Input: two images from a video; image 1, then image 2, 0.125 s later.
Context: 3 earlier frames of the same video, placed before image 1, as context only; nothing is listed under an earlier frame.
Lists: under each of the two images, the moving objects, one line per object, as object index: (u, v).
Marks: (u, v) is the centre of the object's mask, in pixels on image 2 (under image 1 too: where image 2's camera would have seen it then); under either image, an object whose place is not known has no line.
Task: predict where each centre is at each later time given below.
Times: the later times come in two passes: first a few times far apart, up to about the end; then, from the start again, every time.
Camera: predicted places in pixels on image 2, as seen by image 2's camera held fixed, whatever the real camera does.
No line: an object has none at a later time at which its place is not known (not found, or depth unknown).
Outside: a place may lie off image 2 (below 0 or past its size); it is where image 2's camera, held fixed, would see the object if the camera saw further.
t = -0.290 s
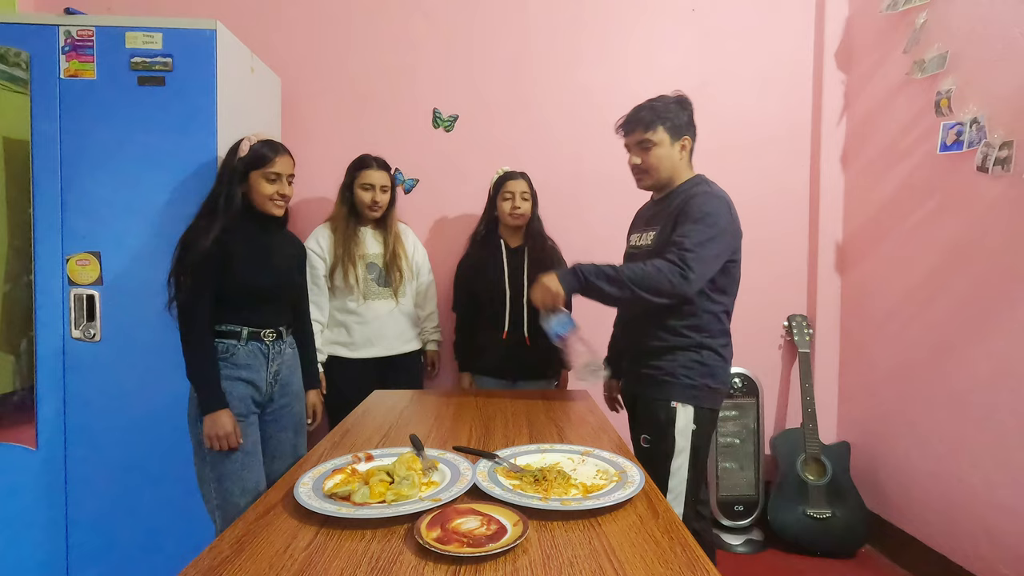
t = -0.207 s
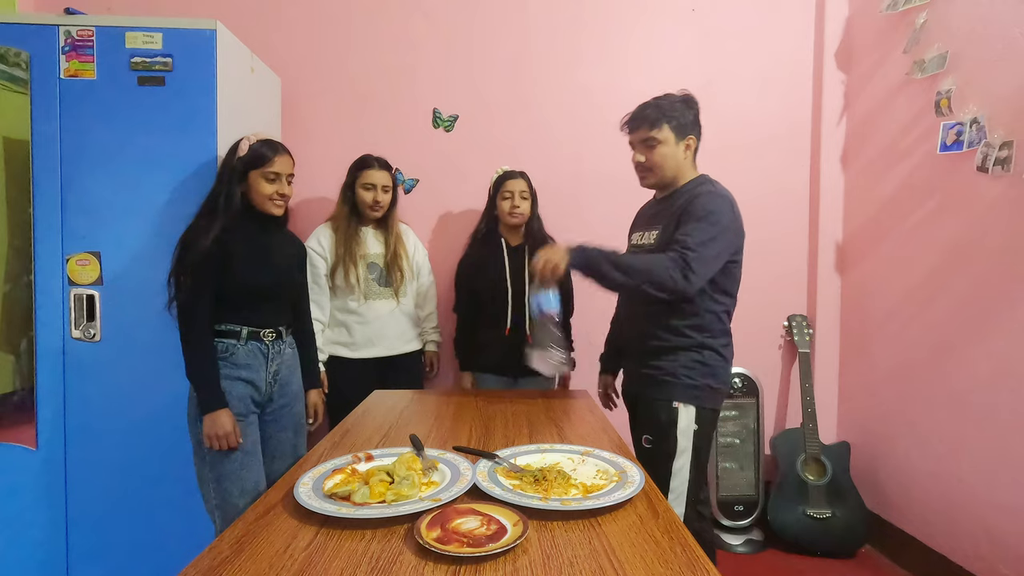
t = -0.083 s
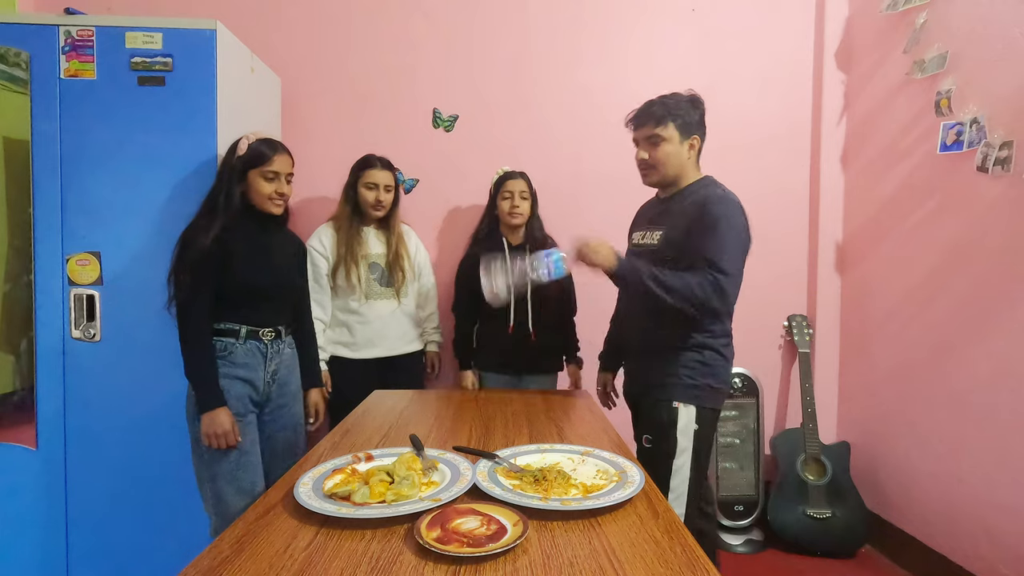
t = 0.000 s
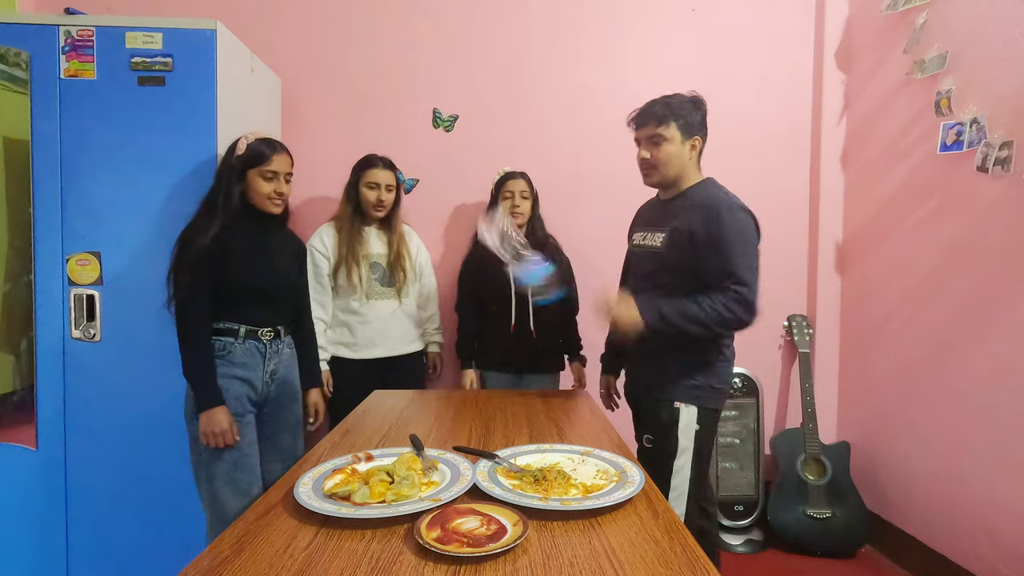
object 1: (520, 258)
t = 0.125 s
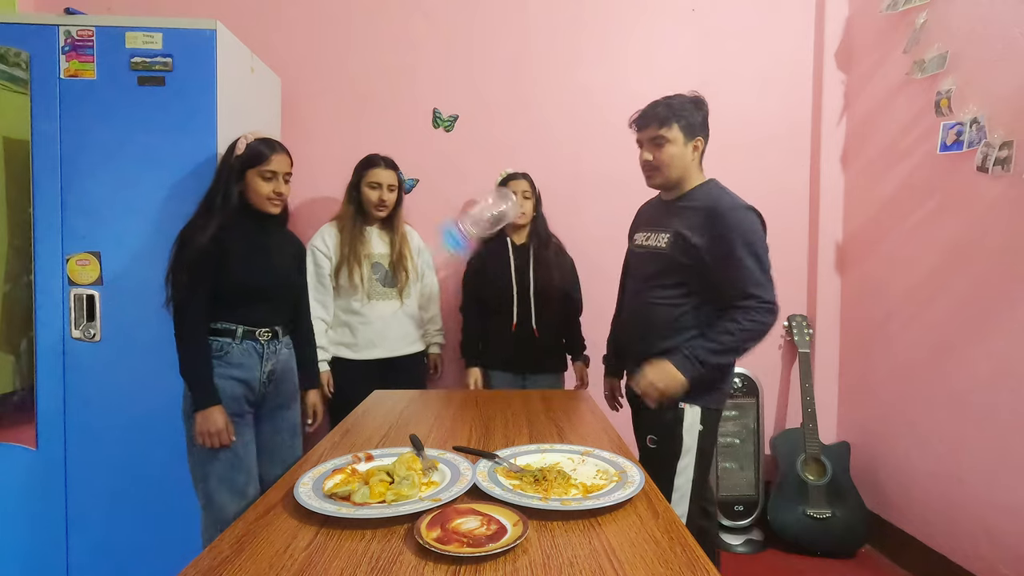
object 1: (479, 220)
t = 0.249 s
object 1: (478, 242)
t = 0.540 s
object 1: (511, 376)
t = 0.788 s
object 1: (512, 395)
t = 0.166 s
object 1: (478, 219)
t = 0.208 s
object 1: (479, 227)
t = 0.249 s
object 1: (478, 242)
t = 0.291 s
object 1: (485, 273)
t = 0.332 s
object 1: (487, 307)
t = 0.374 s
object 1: (488, 344)
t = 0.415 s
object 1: (495, 361)
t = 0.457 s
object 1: (501, 362)
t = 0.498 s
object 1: (506, 367)
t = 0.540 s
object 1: (511, 376)
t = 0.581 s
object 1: (514, 389)
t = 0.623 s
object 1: (510, 394)
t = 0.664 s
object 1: (513, 395)
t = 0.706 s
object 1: (512, 395)
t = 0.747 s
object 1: (512, 395)
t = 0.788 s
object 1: (512, 395)
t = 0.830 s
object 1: (512, 395)
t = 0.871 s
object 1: (512, 395)
